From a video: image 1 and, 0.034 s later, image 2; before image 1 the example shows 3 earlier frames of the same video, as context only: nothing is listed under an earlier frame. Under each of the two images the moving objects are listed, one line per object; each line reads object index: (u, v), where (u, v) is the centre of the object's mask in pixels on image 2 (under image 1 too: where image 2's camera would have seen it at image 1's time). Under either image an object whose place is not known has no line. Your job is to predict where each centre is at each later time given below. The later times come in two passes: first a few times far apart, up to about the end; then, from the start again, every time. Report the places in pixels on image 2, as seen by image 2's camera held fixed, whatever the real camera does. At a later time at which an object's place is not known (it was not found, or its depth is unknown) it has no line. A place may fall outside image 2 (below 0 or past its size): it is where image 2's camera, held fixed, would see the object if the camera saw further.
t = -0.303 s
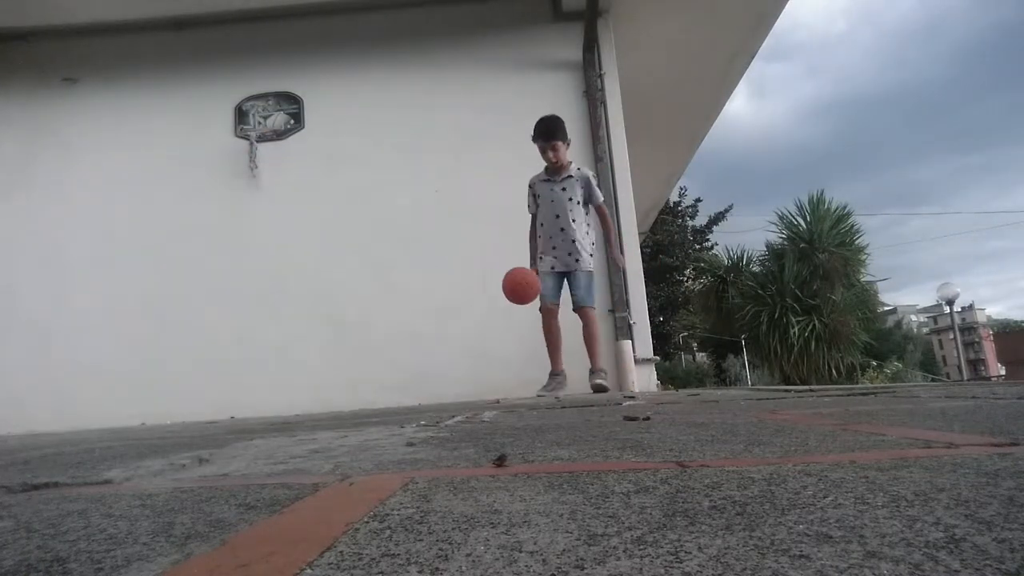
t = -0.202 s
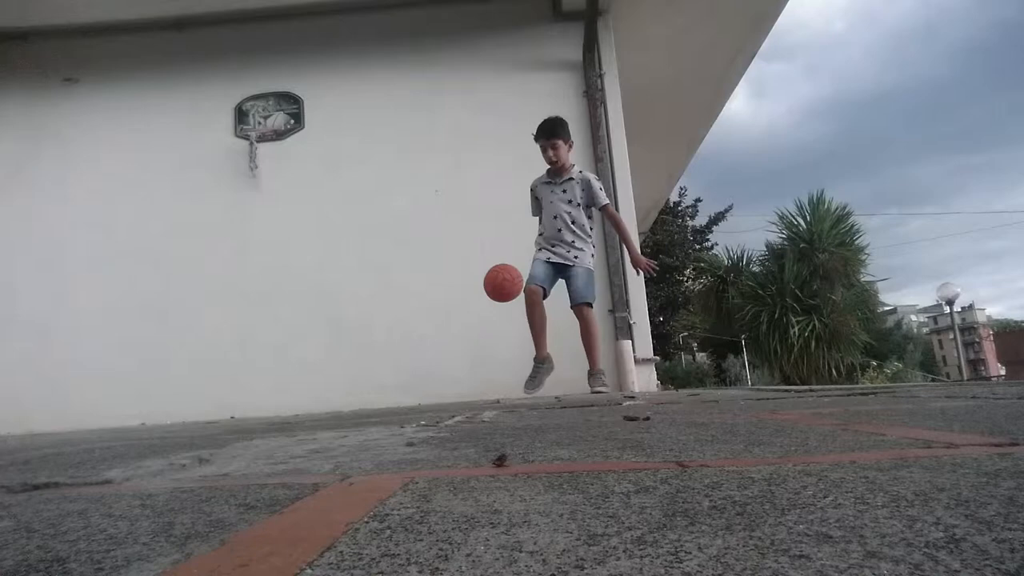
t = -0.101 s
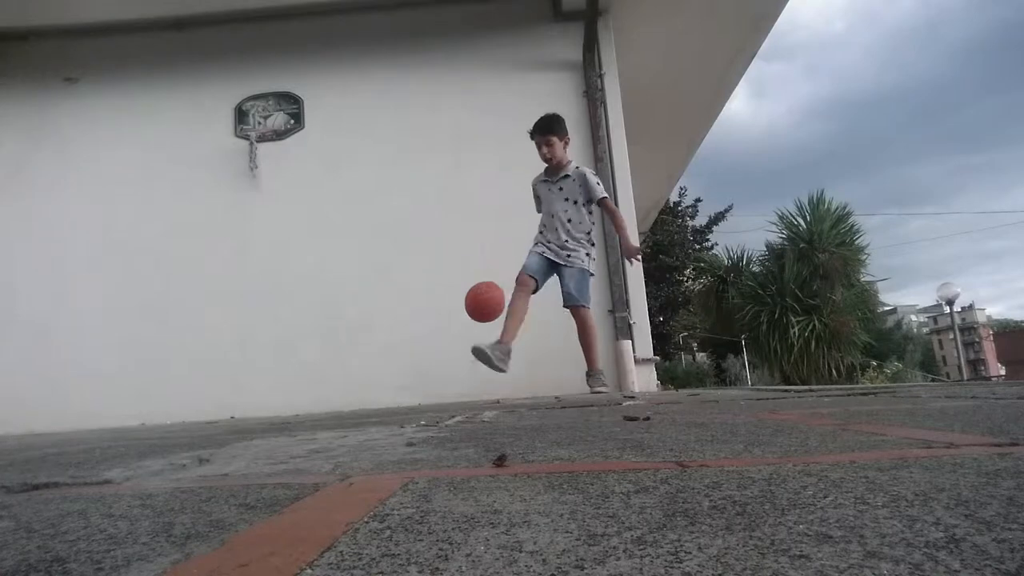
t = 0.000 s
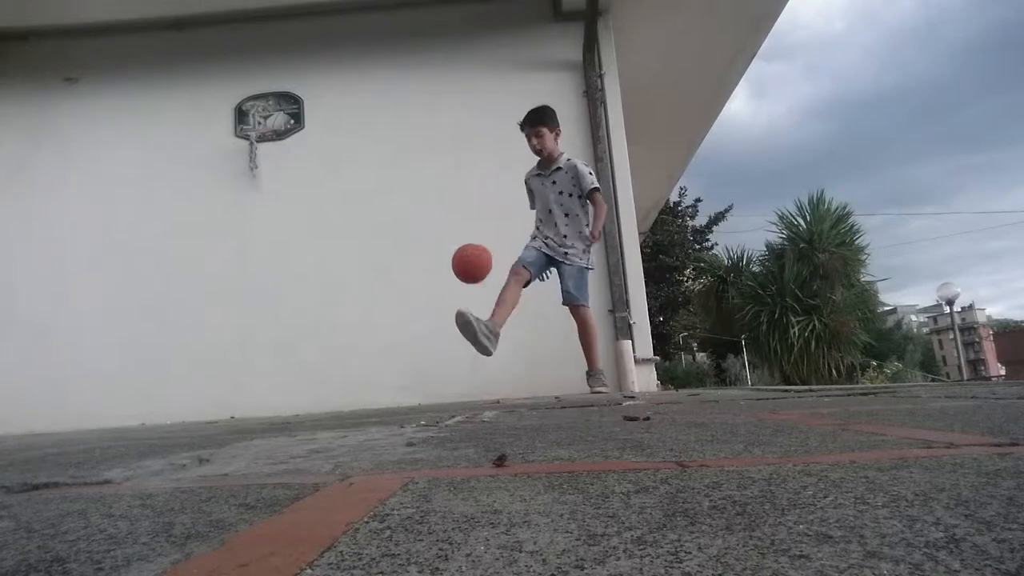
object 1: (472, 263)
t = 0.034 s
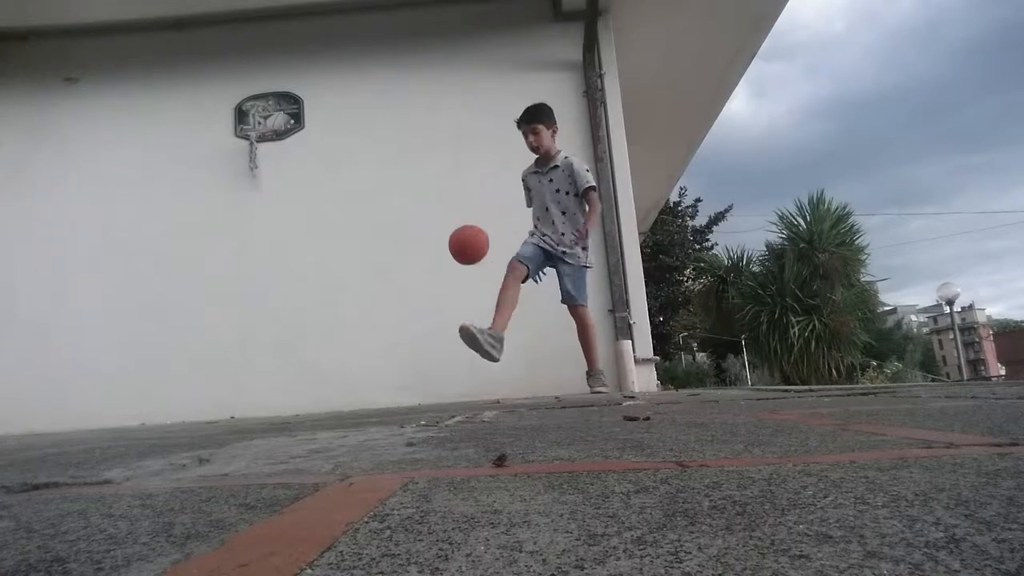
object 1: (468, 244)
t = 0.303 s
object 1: (450, 182)
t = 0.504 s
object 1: (440, 236)
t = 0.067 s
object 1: (466, 228)
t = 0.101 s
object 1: (463, 214)
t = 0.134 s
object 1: (461, 203)
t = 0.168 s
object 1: (459, 194)
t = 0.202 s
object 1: (457, 188)
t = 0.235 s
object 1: (454, 183)
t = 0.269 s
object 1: (452, 182)
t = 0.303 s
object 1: (450, 182)
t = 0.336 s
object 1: (449, 185)
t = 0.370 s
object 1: (447, 190)
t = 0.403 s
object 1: (445, 198)
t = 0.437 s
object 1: (443, 208)
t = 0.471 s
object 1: (442, 221)
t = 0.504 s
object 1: (440, 236)
